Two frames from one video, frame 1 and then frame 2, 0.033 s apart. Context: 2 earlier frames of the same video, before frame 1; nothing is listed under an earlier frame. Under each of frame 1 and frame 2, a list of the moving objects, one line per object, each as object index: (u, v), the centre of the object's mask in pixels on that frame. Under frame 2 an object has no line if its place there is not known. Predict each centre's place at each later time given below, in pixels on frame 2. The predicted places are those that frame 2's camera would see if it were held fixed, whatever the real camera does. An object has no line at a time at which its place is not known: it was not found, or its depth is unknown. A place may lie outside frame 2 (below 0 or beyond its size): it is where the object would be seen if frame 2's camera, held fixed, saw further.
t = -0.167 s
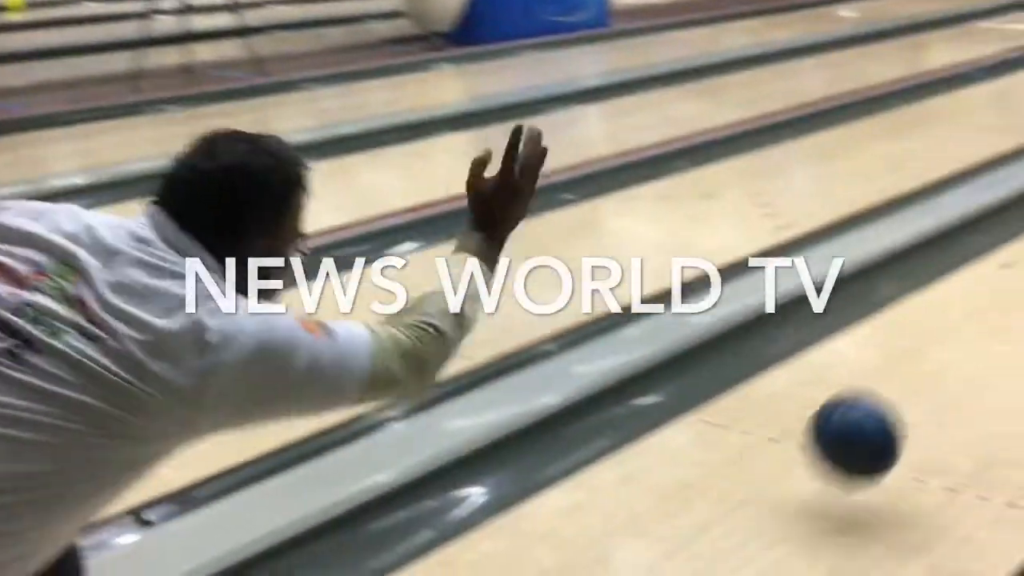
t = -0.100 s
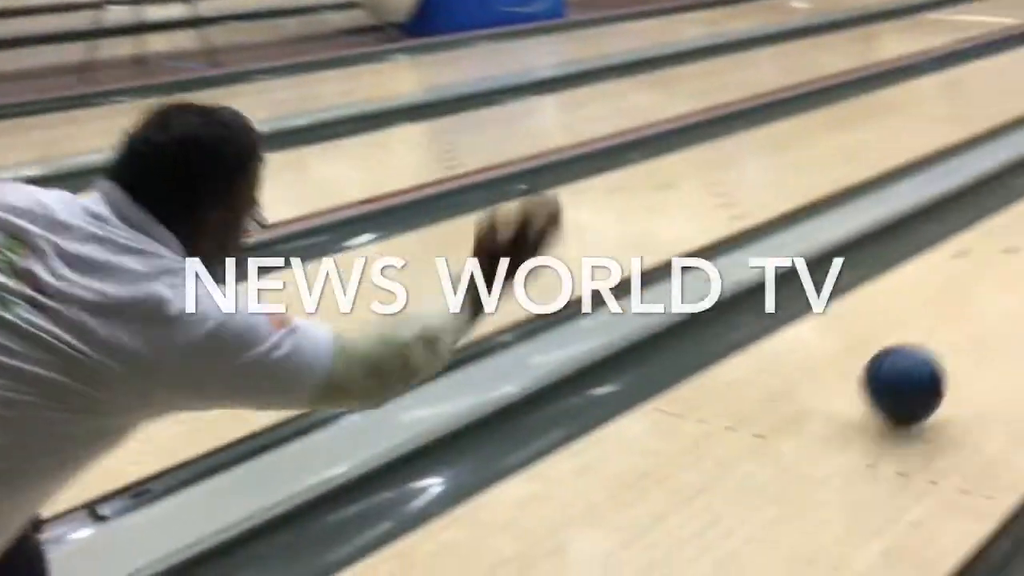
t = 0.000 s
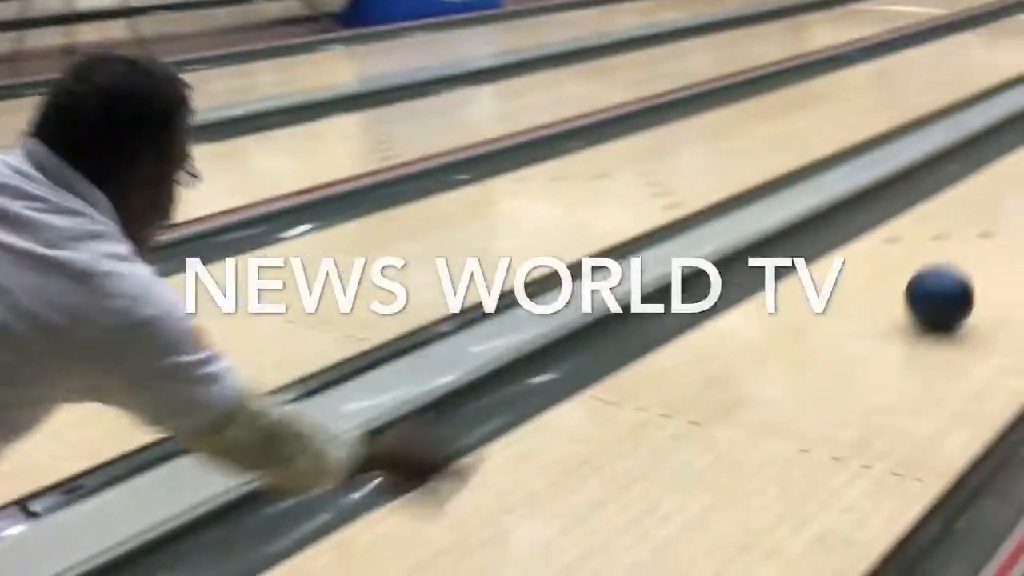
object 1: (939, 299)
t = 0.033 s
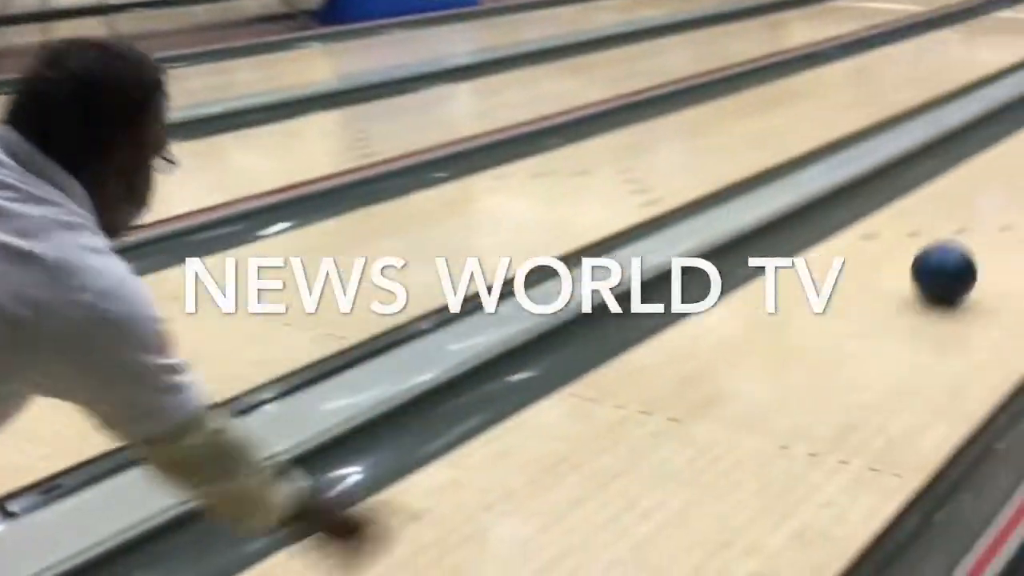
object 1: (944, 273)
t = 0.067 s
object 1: (967, 255)
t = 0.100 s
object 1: (992, 236)
